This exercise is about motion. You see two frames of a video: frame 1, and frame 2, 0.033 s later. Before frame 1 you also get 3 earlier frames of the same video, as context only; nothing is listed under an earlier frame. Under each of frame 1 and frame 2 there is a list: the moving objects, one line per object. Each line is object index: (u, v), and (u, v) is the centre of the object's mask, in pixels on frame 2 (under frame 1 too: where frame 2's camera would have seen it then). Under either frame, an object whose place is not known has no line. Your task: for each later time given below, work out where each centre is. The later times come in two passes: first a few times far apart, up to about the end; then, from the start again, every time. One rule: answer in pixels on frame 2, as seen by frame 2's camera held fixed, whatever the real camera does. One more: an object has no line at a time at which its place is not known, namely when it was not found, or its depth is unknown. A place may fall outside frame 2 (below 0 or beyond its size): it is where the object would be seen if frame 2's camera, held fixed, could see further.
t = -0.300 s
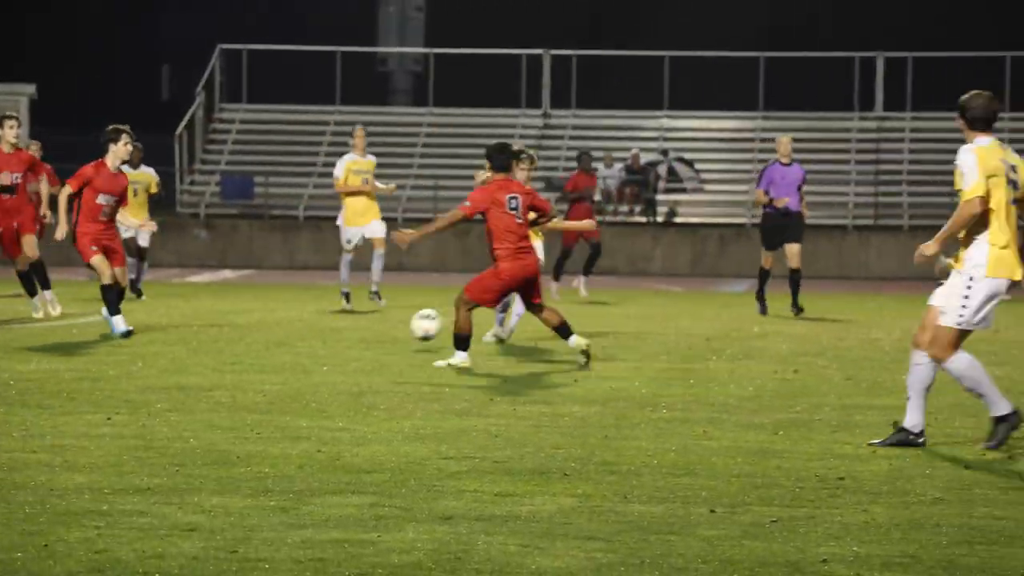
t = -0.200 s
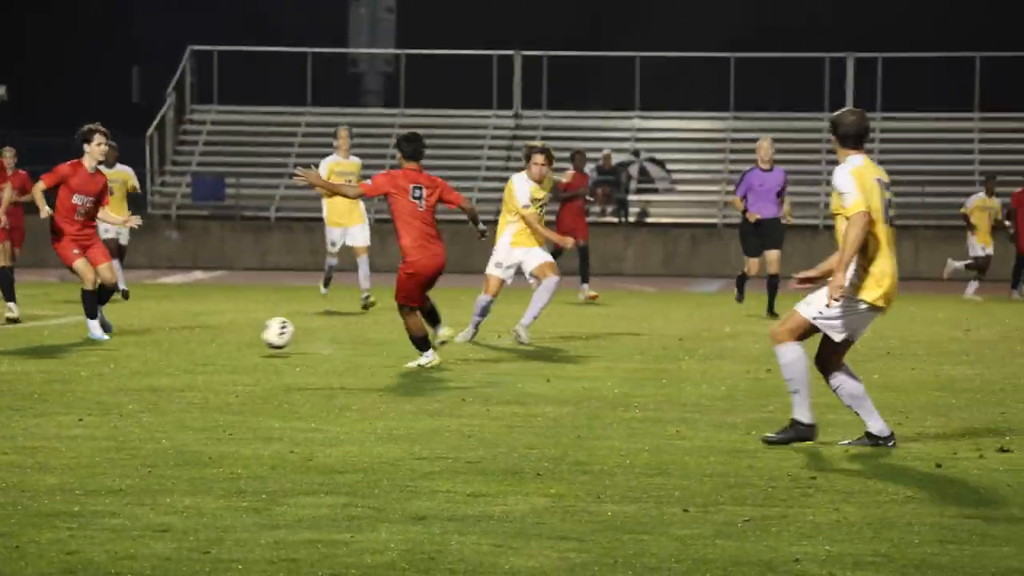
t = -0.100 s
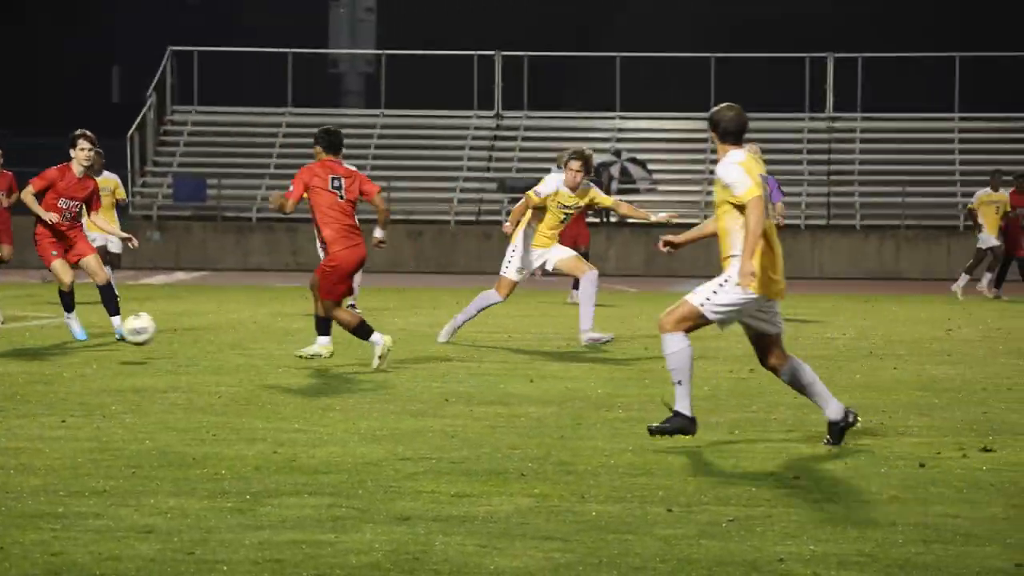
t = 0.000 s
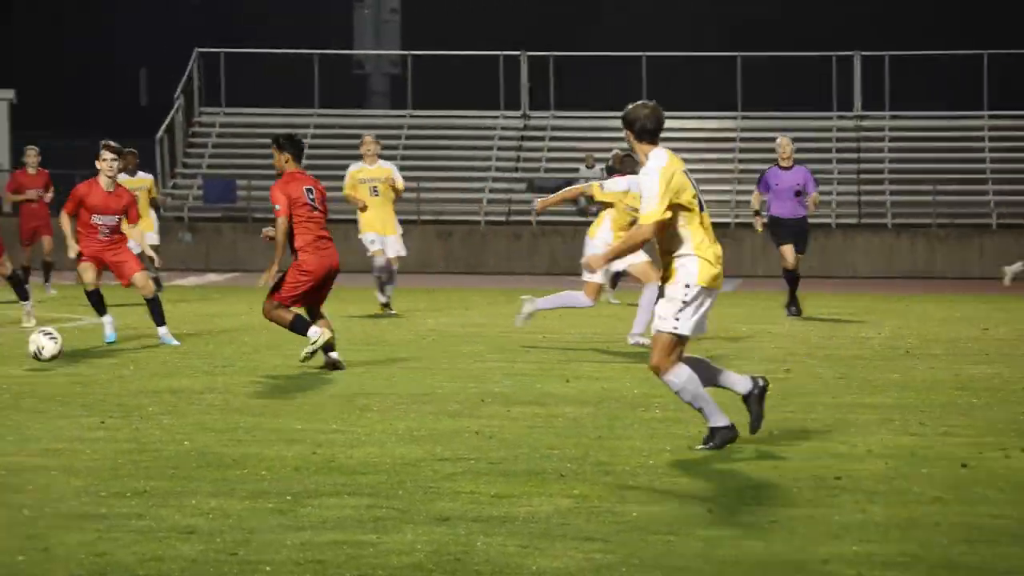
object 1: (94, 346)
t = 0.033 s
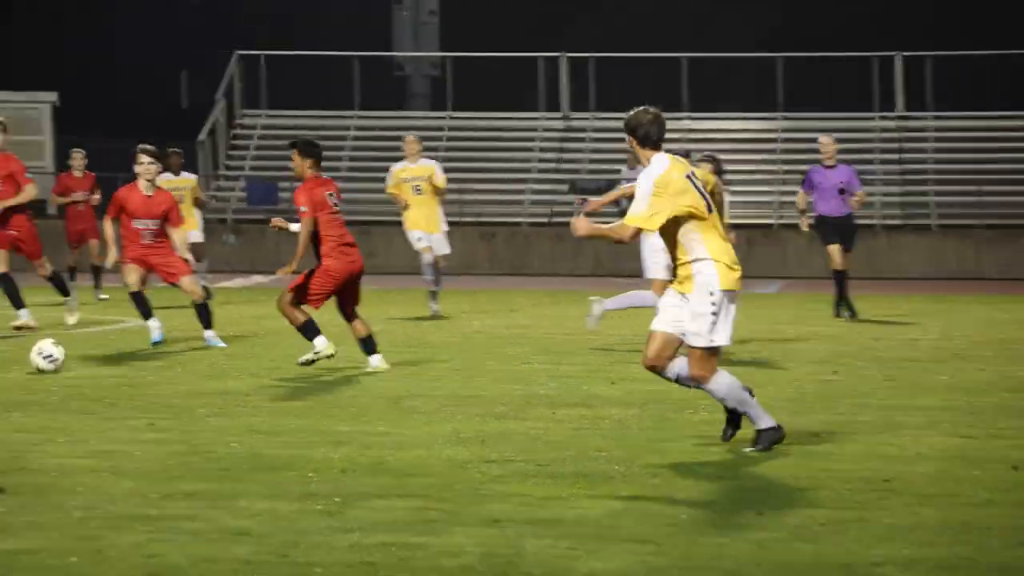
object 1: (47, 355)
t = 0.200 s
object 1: (-185, 352)
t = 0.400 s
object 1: (-498, 371)
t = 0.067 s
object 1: (3, 356)
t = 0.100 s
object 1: (-41, 352)
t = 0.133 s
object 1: (-88, 350)
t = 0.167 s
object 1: (-135, 350)
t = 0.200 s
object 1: (-185, 352)
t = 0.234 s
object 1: (-236, 357)
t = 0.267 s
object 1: (-288, 365)
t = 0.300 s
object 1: (-342, 371)
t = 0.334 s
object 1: (-392, 370)
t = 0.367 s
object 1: (-444, 369)
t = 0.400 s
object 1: (-498, 371)
